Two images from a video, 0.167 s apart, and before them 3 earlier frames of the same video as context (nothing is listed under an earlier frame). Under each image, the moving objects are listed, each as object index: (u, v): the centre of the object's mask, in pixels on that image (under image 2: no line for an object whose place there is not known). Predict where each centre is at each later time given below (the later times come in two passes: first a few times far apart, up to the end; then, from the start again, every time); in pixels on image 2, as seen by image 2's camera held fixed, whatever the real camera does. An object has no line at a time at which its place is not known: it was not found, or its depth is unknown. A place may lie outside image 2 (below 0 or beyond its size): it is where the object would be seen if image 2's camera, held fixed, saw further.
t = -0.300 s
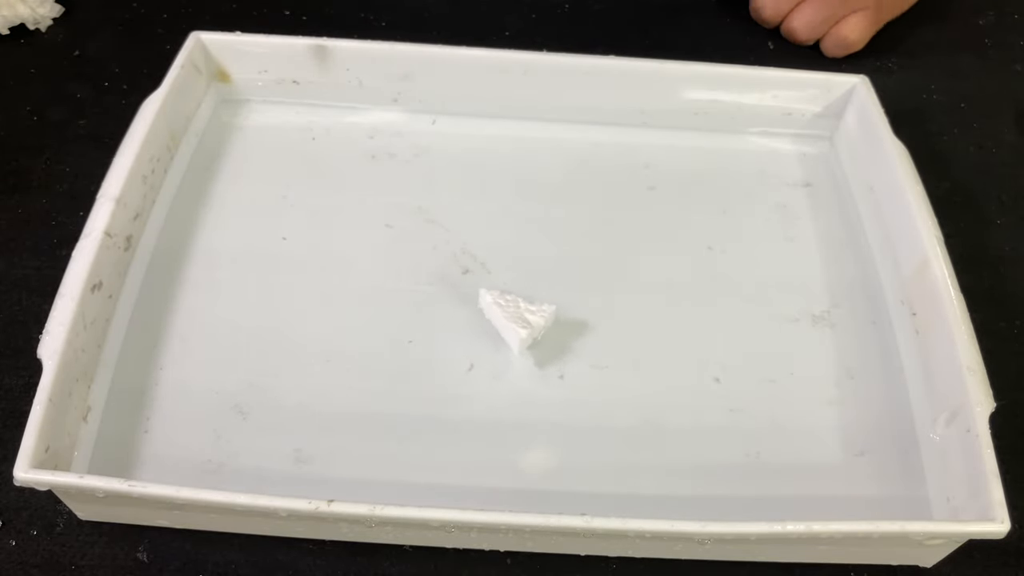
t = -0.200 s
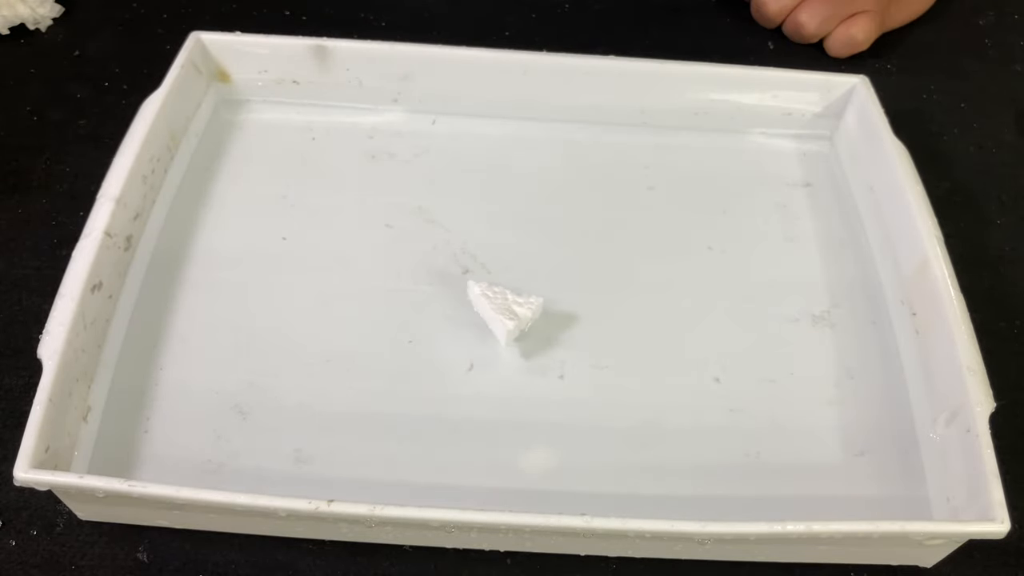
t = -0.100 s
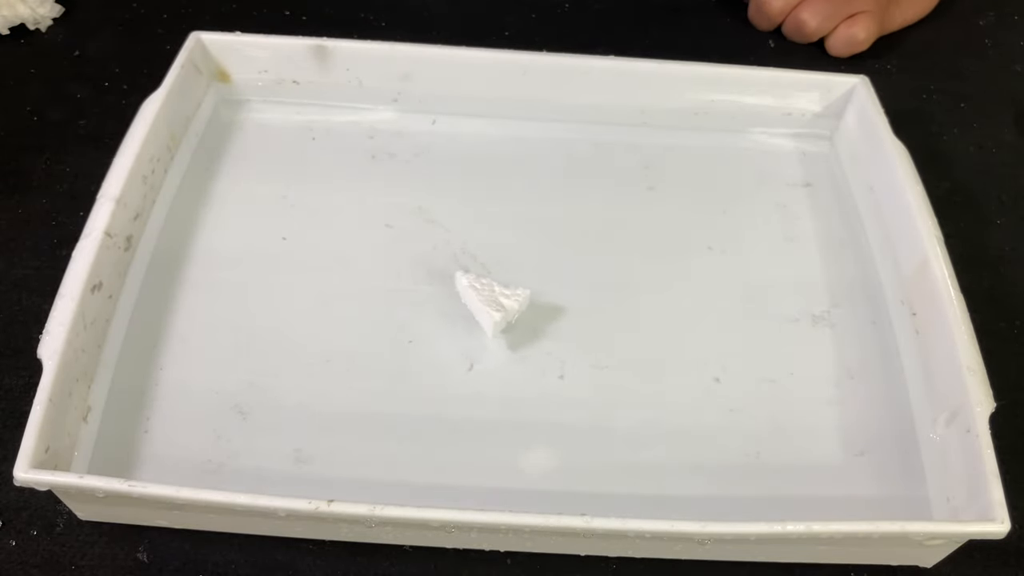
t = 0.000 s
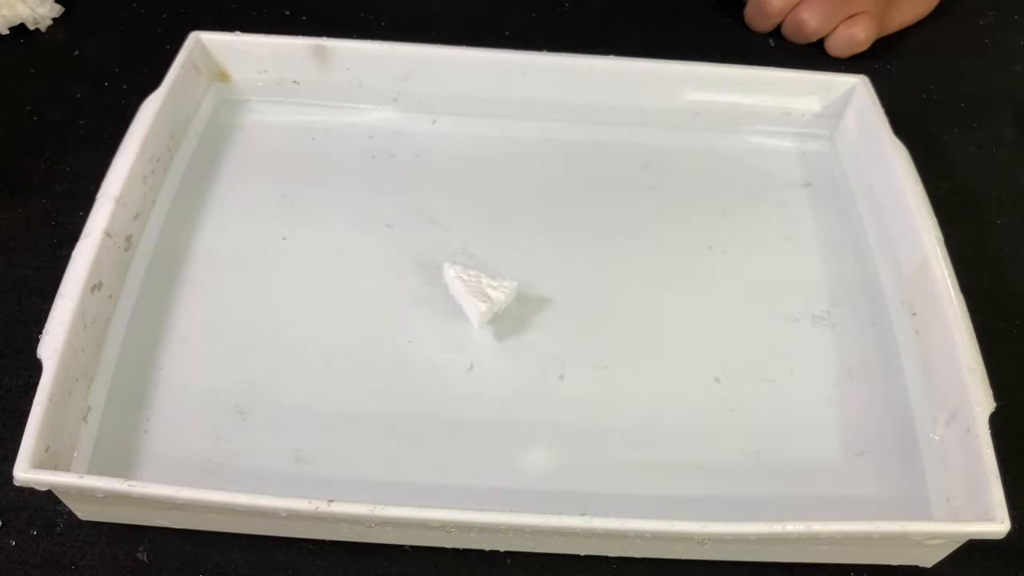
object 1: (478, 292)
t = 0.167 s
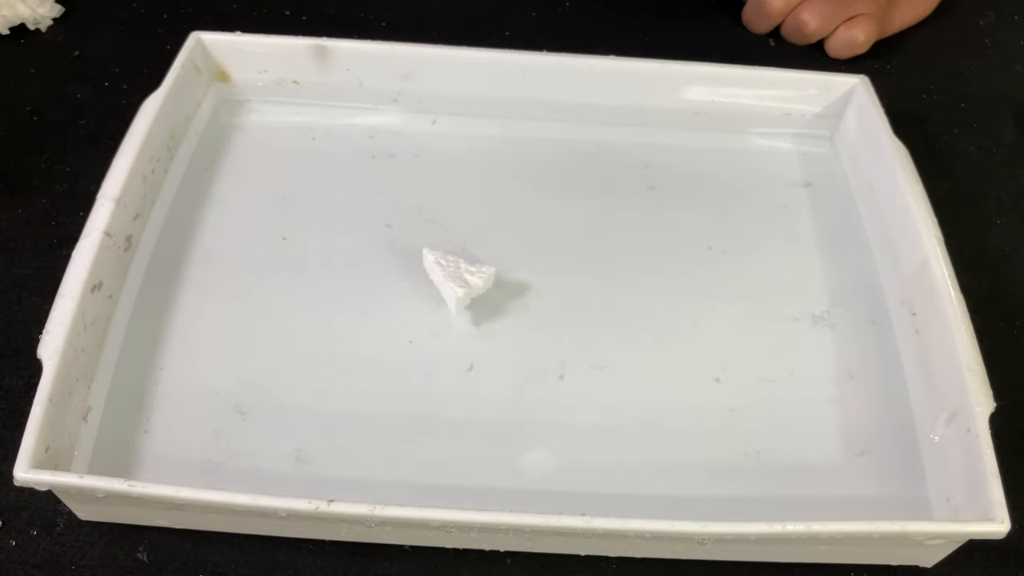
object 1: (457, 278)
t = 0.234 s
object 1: (448, 272)
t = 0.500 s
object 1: (414, 251)
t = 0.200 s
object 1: (453, 275)
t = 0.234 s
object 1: (448, 272)
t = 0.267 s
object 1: (444, 270)
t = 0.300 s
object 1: (440, 267)
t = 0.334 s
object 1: (436, 264)
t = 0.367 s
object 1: (432, 261)
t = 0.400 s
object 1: (428, 258)
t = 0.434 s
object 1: (423, 255)
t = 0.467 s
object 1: (419, 253)
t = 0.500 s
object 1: (414, 251)
